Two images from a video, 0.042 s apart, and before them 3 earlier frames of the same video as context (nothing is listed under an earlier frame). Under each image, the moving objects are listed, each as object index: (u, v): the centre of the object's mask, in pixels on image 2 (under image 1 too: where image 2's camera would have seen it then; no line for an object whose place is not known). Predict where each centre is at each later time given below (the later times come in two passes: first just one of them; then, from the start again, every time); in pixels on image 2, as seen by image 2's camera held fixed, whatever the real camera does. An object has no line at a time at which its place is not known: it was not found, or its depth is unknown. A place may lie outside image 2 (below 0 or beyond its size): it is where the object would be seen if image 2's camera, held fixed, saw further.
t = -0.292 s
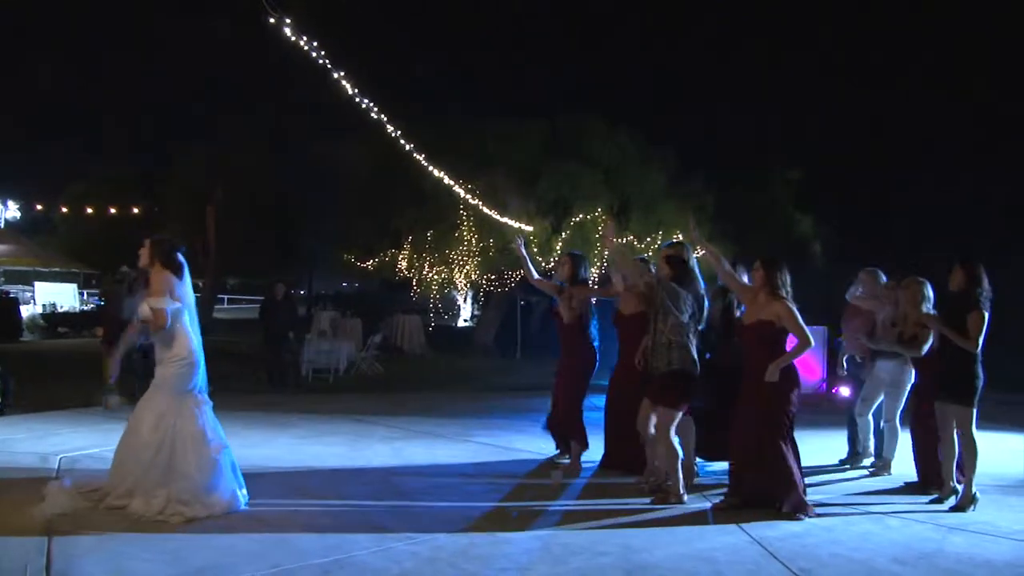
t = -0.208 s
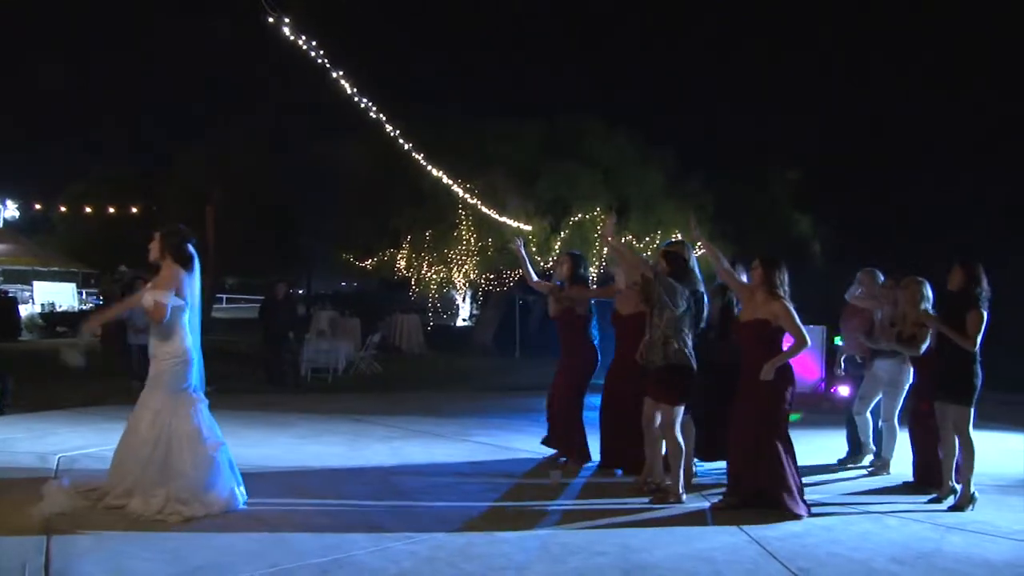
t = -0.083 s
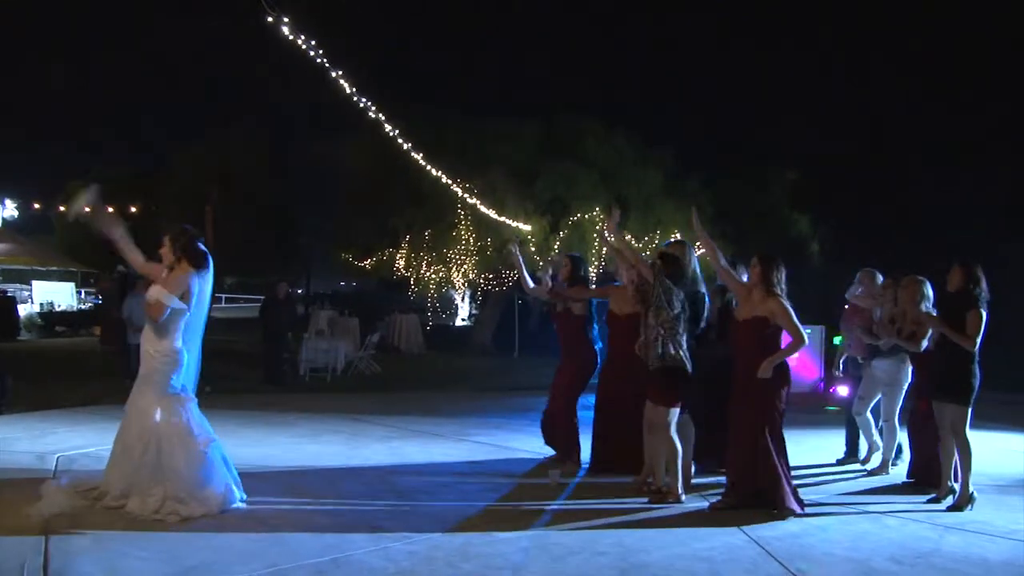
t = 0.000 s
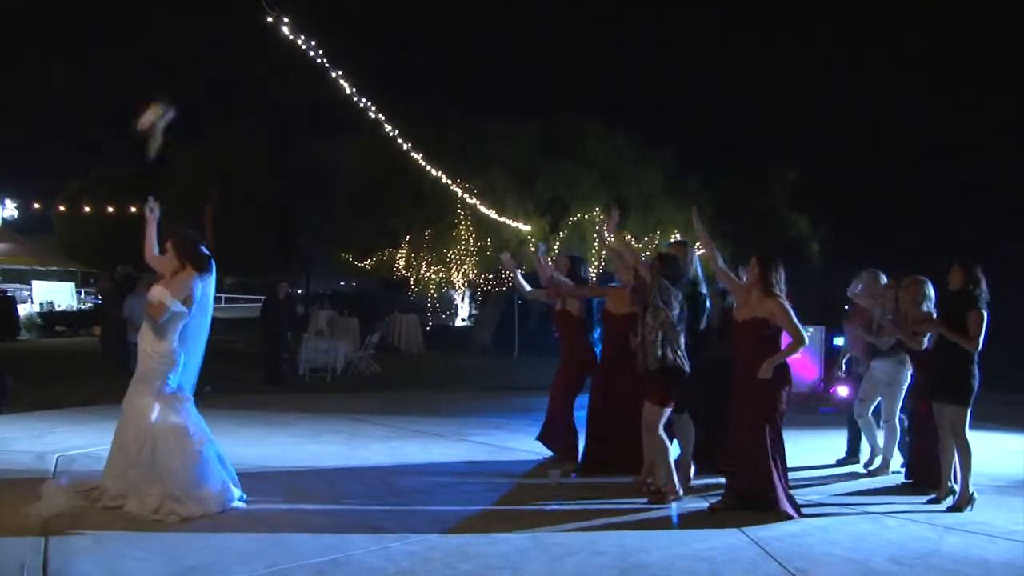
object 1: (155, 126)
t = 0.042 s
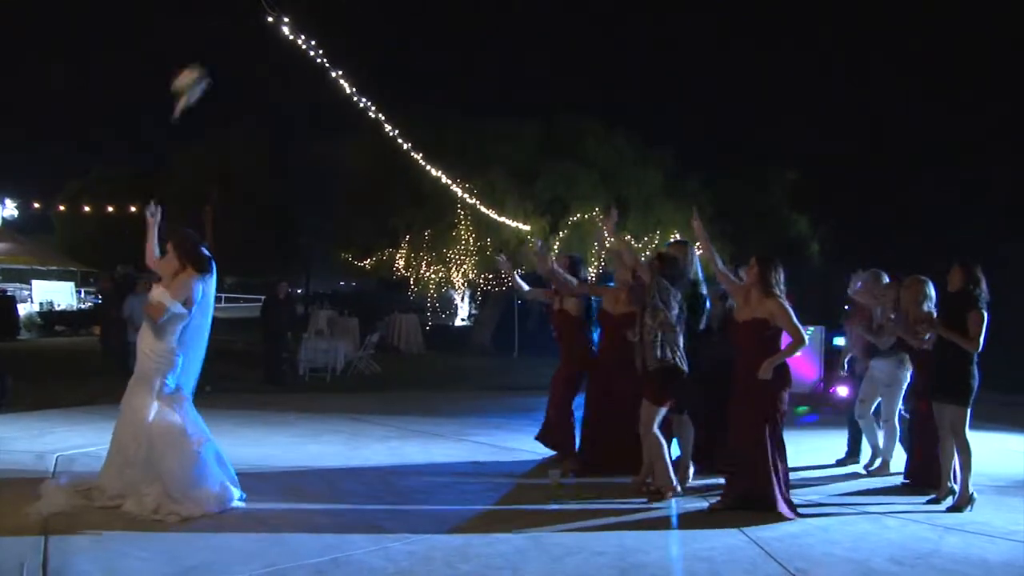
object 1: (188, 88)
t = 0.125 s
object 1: (249, 27)
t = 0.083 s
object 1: (220, 55)
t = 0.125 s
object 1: (249, 27)
